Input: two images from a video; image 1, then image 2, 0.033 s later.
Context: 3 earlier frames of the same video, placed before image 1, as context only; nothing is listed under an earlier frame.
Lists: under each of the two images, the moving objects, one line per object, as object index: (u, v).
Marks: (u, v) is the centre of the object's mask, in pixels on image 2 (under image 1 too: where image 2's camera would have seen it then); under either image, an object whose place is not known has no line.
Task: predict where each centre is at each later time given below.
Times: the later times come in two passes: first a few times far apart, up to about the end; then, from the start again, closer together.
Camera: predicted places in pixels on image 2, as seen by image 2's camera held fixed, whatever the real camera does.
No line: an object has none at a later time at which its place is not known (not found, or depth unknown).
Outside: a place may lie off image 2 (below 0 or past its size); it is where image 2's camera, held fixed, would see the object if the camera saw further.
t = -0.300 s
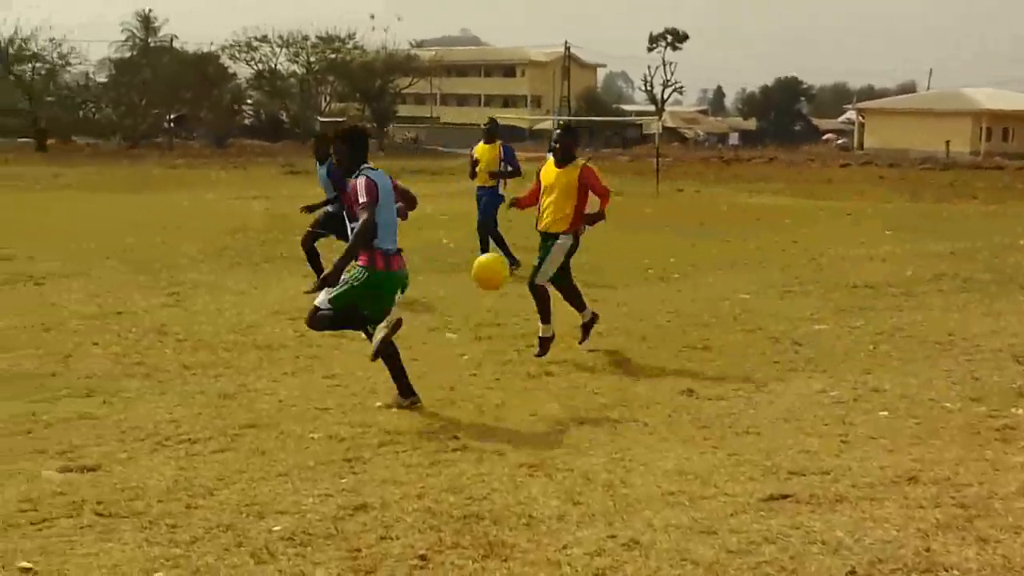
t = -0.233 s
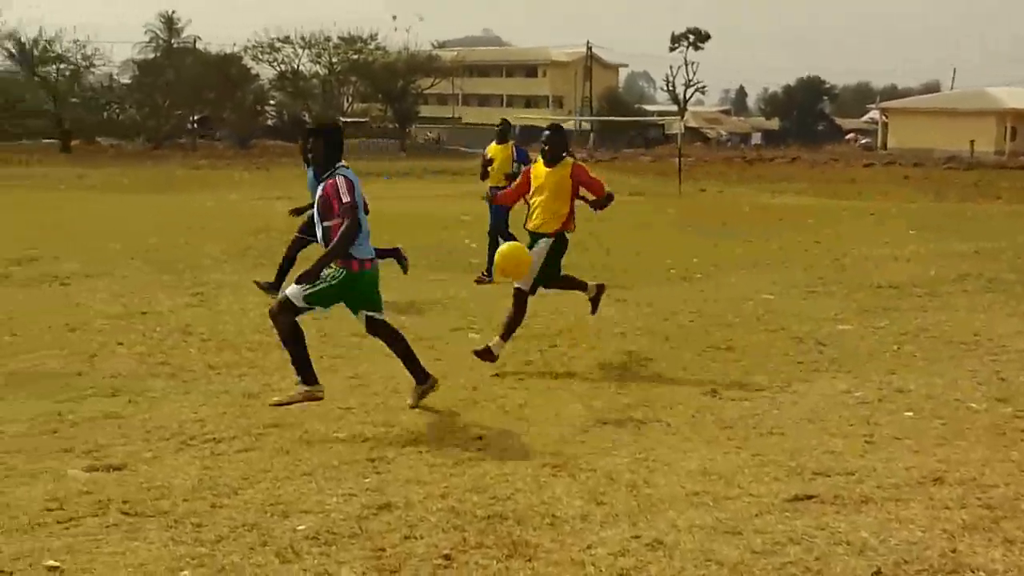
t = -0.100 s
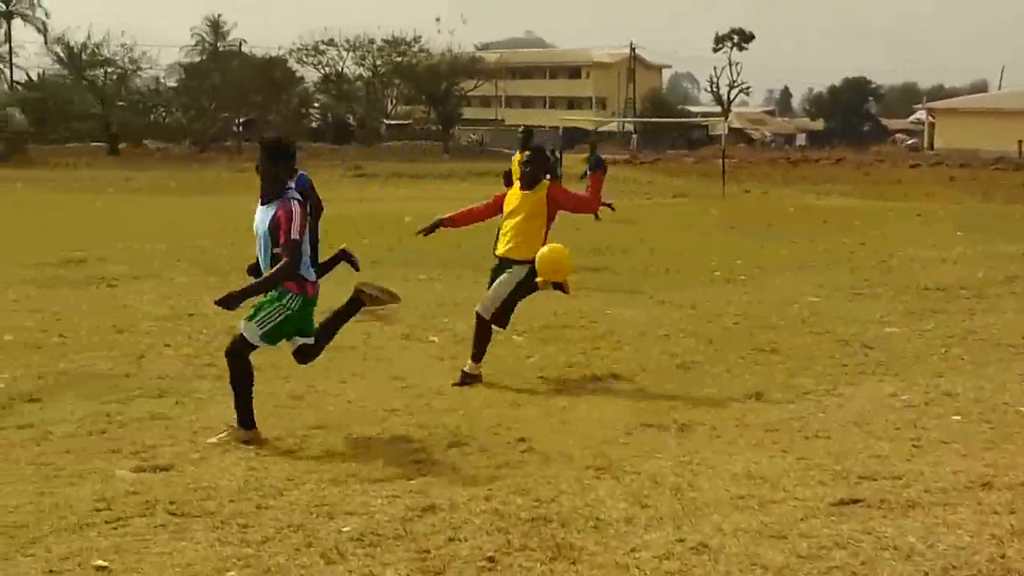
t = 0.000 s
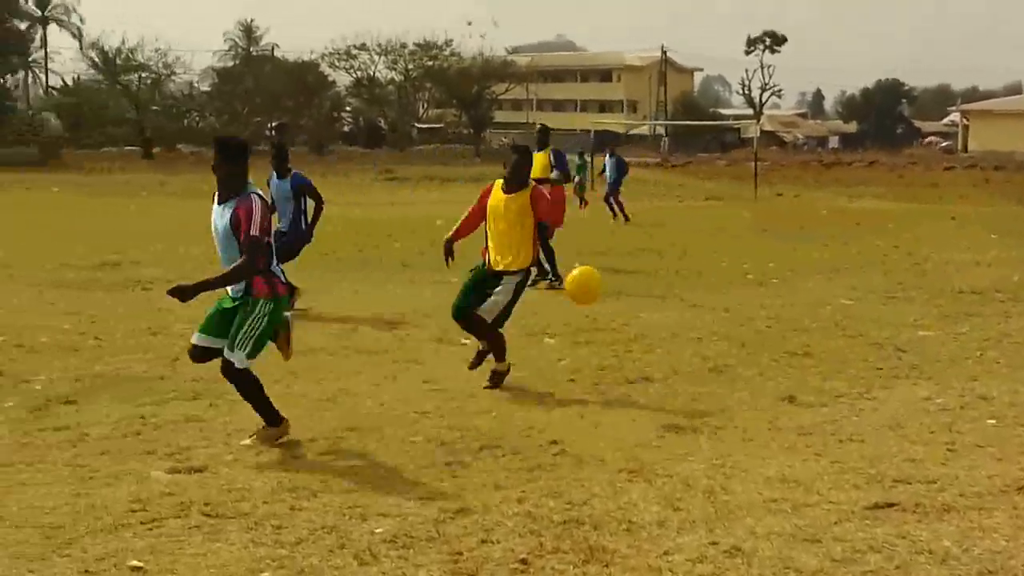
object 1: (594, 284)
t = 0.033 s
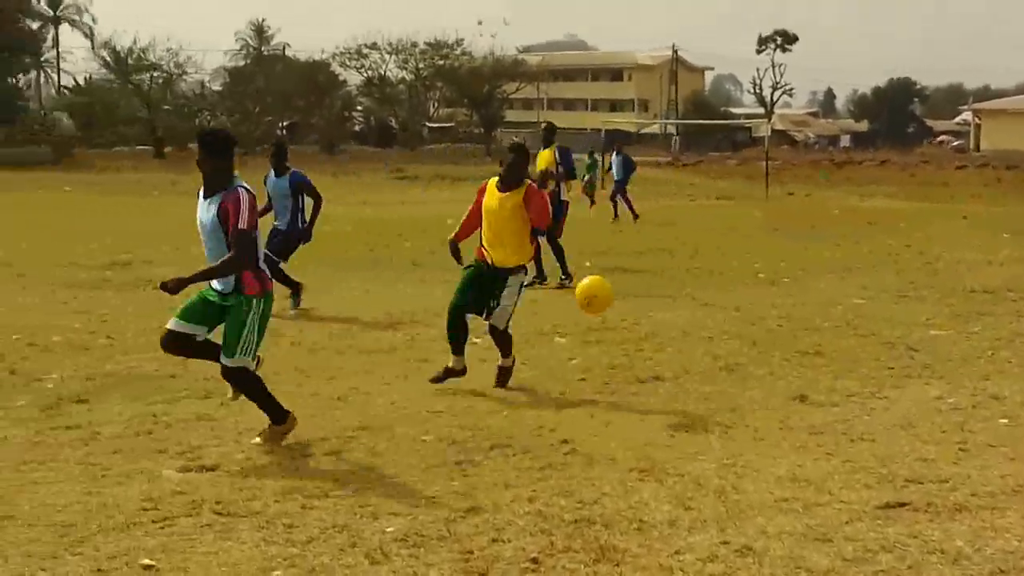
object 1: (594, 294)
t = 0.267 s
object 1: (584, 393)
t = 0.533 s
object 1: (519, 336)
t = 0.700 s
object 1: (474, 362)
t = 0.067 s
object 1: (594, 307)
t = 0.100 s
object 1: (593, 321)
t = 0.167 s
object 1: (591, 355)
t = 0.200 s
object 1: (590, 374)
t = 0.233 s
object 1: (591, 397)
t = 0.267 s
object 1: (584, 393)
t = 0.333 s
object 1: (569, 369)
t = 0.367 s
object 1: (561, 359)
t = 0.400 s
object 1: (554, 351)
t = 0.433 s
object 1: (546, 343)
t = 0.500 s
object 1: (529, 336)
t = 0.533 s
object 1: (519, 336)
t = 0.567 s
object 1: (511, 337)
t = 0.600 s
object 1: (503, 341)
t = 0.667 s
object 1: (484, 353)
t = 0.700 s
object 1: (474, 362)
